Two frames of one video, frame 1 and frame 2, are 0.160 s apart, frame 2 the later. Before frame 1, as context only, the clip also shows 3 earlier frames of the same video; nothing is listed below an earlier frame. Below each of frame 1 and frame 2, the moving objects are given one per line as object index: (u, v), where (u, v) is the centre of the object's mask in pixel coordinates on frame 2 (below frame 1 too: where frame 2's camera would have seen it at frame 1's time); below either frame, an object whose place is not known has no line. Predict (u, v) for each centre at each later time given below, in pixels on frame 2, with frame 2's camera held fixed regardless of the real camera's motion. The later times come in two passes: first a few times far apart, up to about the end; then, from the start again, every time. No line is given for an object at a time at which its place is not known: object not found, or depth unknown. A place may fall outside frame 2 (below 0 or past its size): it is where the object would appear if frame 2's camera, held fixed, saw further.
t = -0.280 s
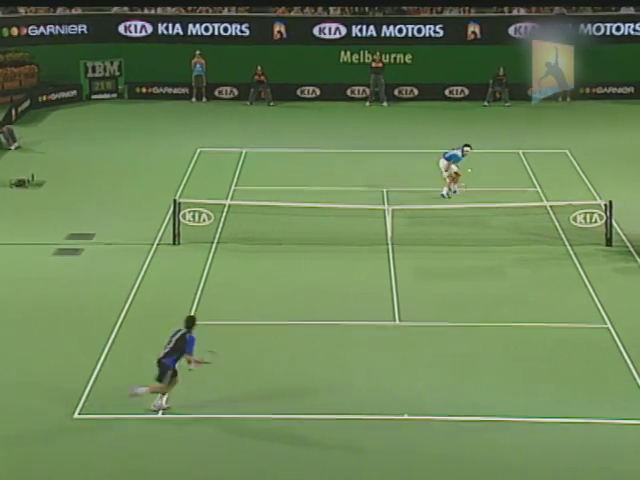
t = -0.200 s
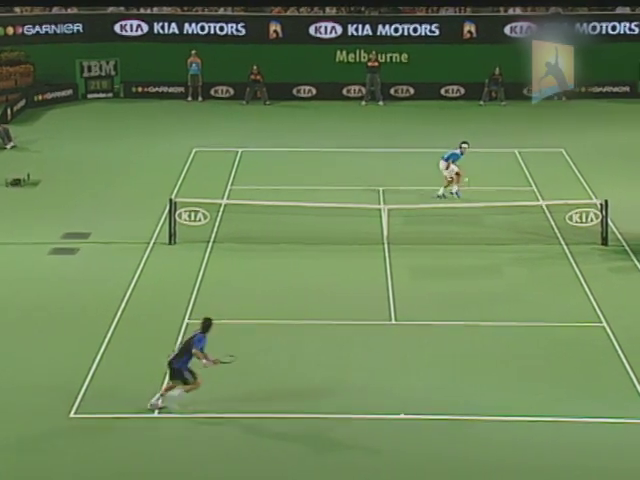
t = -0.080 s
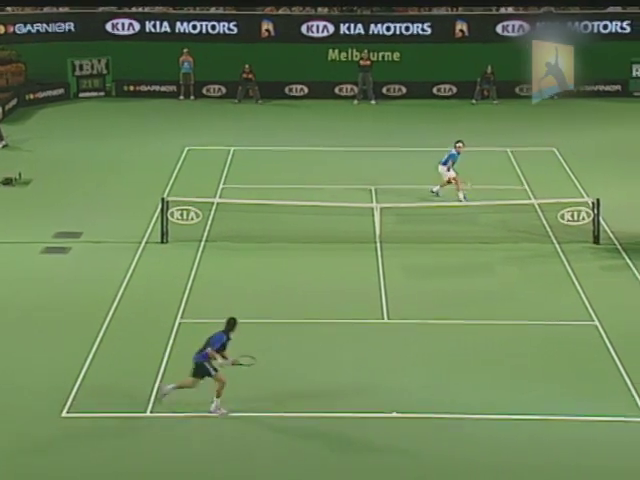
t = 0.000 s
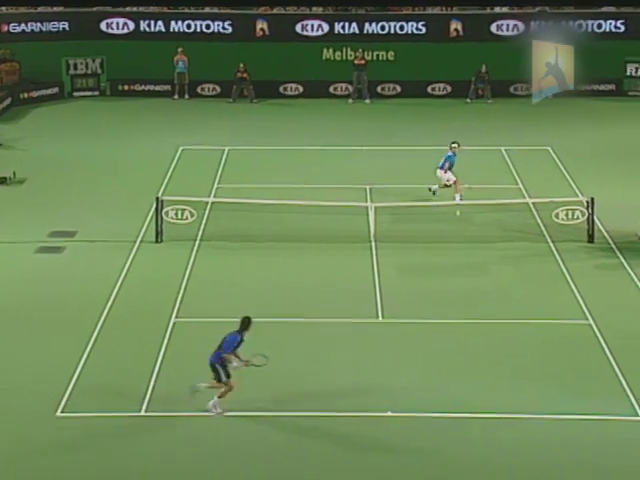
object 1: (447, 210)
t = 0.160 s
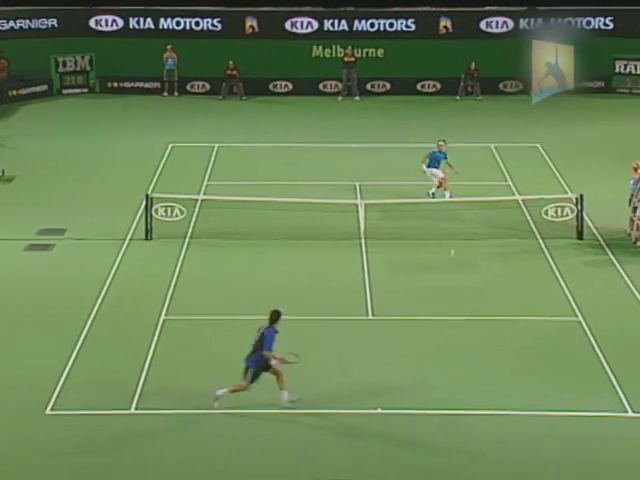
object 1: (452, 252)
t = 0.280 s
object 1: (455, 293)
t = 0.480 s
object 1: (462, 378)
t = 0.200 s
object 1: (453, 265)
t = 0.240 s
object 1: (455, 278)
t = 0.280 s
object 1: (455, 293)
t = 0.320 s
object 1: (457, 308)
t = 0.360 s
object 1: (459, 325)
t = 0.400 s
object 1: (460, 341)
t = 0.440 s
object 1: (461, 360)
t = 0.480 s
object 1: (462, 378)
